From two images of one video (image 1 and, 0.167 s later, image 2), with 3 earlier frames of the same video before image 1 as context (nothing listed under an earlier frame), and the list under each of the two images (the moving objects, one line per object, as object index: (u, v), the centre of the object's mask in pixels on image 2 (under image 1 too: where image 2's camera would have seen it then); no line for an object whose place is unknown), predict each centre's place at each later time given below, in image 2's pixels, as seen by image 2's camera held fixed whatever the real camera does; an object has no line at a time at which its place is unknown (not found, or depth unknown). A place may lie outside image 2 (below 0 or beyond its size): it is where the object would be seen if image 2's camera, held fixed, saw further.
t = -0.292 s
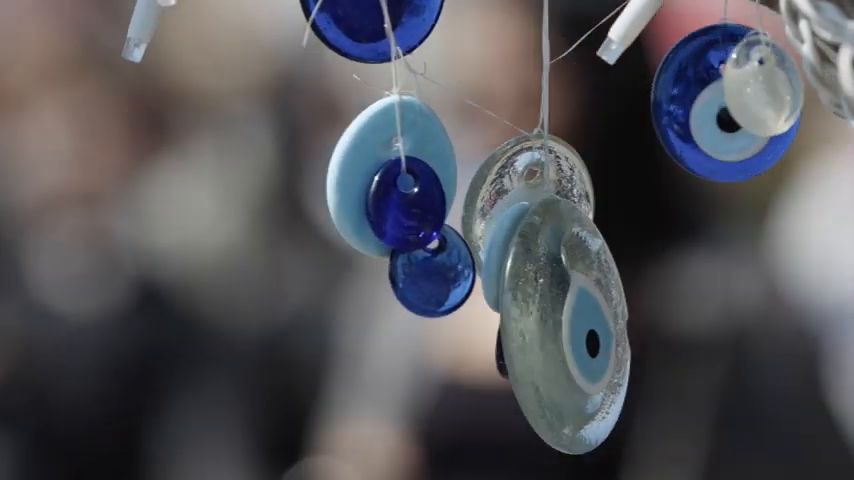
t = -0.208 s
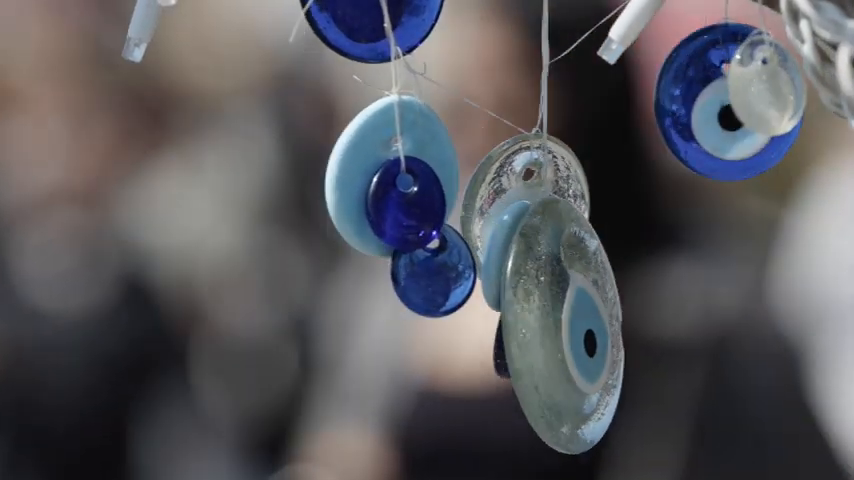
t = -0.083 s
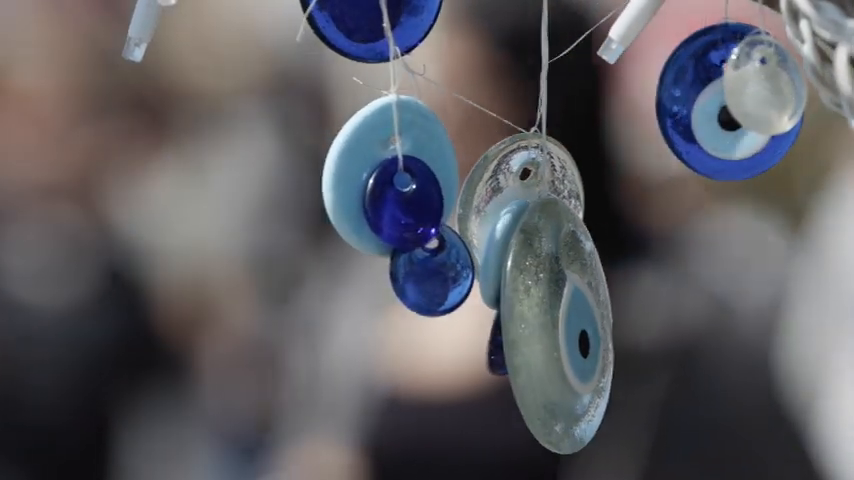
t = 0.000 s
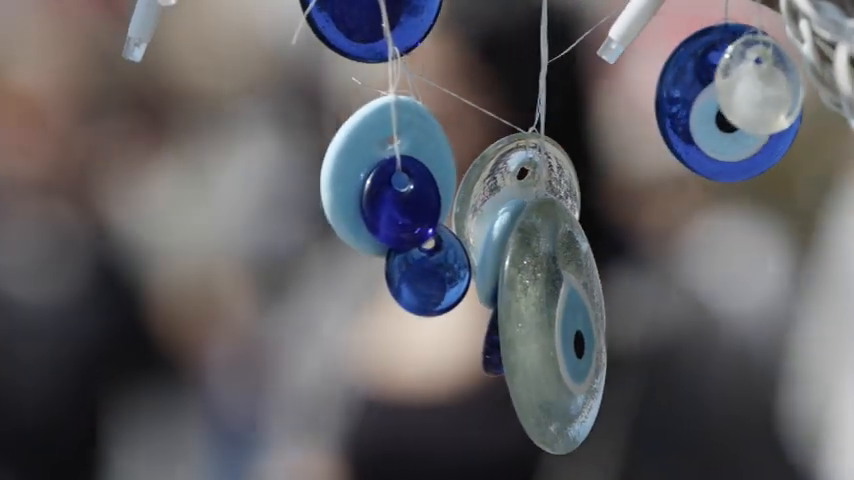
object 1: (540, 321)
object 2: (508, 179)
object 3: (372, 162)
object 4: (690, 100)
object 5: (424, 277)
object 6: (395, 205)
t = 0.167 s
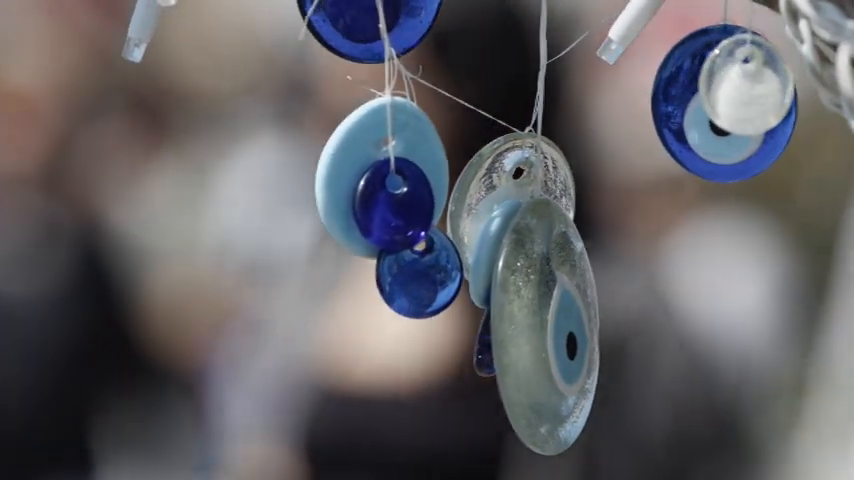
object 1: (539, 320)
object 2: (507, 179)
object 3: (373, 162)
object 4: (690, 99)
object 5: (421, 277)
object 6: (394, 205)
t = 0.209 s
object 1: (539, 320)
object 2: (507, 180)
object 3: (374, 161)
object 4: (691, 97)
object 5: (420, 278)
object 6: (393, 205)
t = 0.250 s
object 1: (540, 320)
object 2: (507, 181)
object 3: (374, 161)
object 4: (692, 96)
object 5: (419, 278)
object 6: (393, 205)
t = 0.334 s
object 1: (541, 320)
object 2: (509, 182)
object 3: (373, 161)
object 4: (692, 95)
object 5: (416, 278)
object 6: (391, 205)
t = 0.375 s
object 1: (541, 321)
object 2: (510, 182)
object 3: (373, 161)
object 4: (691, 96)
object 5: (414, 279)
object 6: (390, 206)
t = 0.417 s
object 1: (542, 322)
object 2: (511, 183)
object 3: (372, 162)
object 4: (691, 96)
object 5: (414, 279)
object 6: (390, 207)
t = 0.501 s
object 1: (544, 323)
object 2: (514, 184)
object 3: (372, 162)
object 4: (691, 98)
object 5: (414, 279)
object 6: (390, 207)
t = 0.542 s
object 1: (546, 323)
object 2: (517, 183)
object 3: (374, 162)
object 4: (688, 104)
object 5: (415, 279)
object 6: (391, 207)
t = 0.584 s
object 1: (547, 323)
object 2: (517, 182)
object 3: (373, 163)
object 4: (692, 100)
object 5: (416, 279)
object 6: (391, 208)
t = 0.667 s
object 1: (549, 325)
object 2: (522, 181)
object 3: (374, 162)
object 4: (692, 101)
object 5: (420, 279)
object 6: (392, 208)
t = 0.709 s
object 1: (550, 326)
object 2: (524, 180)
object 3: (374, 163)
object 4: (693, 100)
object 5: (422, 278)
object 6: (392, 207)
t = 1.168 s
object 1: (549, 328)
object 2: (546, 177)
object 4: (692, 110)
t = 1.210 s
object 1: (547, 327)
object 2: (546, 176)
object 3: (375, 164)
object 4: (692, 110)
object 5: (425, 278)
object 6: (397, 205)
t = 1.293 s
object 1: (543, 326)
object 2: (545, 176)
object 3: (372, 165)
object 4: (694, 111)
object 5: (421, 278)
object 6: (396, 205)
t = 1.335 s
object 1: (541, 325)
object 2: (546, 176)
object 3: (372, 164)
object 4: (695, 110)
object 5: (419, 278)
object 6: (395, 205)
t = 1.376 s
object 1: (540, 325)
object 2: (547, 175)
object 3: (371, 164)
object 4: (697, 109)
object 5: (417, 279)
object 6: (394, 205)
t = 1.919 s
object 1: (546, 324)
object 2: (559, 175)
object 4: (700, 102)
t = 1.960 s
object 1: (548, 325)
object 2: (559, 175)
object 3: (374, 160)
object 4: (697, 101)
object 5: (420, 279)
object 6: (390, 207)
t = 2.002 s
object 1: (549, 326)
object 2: (558, 175)
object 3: (375, 160)
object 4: (693, 103)
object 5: (421, 278)
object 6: (390, 206)
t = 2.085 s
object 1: (550, 327)
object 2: (556, 176)
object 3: (375, 160)
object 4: (689, 101)
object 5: (423, 278)
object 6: (391, 206)
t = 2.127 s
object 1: (550, 328)
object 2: (555, 176)
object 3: (375, 161)
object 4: (685, 103)
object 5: (424, 278)
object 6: (391, 206)
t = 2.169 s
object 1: (551, 328)
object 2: (555, 176)
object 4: (684, 102)
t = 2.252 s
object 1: (553, 328)
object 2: (554, 176)
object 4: (683, 103)
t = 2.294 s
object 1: (553, 328)
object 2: (553, 176)
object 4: (683, 103)
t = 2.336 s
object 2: (552, 176)
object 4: (683, 104)
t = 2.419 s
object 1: (551, 328)
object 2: (550, 176)
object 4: (685, 104)
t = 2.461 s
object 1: (549, 328)
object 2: (548, 176)
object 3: (375, 165)
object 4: (687, 103)
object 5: (429, 277)
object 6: (401, 205)
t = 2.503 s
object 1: (546, 328)
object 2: (546, 176)
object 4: (688, 105)
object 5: (426, 278)
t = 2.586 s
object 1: (543, 328)
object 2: (544, 176)
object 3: (372, 165)
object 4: (692, 106)
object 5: (423, 278)
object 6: (399, 206)
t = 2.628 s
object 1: (542, 327)
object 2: (537, 176)
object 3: (370, 164)
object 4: (694, 105)
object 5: (423, 278)
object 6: (398, 206)
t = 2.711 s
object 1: (539, 326)
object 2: (537, 175)
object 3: (371, 163)
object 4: (699, 103)
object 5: (420, 278)
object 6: (396, 206)
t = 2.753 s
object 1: (538, 325)
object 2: (536, 176)
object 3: (370, 163)
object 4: (698, 106)
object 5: (418, 278)
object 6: (393, 207)
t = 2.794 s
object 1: (537, 325)
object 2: (535, 176)
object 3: (369, 163)
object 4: (698, 104)
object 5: (416, 279)
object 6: (390, 207)
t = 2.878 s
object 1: (536, 324)
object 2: (531, 176)
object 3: (370, 162)
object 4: (699, 101)
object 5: (414, 279)
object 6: (386, 207)
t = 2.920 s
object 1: (537, 324)
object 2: (530, 177)
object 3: (371, 161)
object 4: (698, 101)
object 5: (412, 279)
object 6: (384, 207)
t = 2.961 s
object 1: (538, 324)
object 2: (529, 177)
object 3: (370, 161)
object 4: (697, 100)
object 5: (411, 279)
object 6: (383, 208)
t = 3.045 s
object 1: (541, 324)
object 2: (527, 178)
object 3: (374, 159)
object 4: (694, 100)
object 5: (411, 280)
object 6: (380, 207)
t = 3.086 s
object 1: (544, 323)
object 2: (527, 178)
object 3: (375, 159)
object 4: (693, 100)
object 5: (413, 279)
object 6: (381, 207)
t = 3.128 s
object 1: (546, 323)
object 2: (527, 179)
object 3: (377, 159)
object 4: (692, 101)
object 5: (414, 278)
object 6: (383, 207)
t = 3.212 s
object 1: (551, 323)
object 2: (526, 180)
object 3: (377, 159)
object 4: (690, 103)
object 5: (418, 276)
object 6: (386, 207)
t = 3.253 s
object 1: (553, 323)
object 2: (526, 180)
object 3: (375, 160)
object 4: (689, 103)
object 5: (421, 276)
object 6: (389, 206)
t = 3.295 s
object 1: (555, 323)
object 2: (526, 181)
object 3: (375, 161)
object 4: (689, 104)
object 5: (424, 276)
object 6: (391, 206)
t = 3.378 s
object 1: (555, 323)
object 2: (524, 181)
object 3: (374, 161)
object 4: (687, 105)
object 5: (425, 276)
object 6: (393, 205)
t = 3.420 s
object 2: (523, 182)
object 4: (688, 105)
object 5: (427, 276)
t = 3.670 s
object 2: (519, 182)
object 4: (695, 105)
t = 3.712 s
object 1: (547, 323)
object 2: (519, 182)
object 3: (372, 166)
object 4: (695, 105)
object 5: (427, 278)
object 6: (403, 206)
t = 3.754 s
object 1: (545, 323)
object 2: (518, 182)
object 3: (372, 166)
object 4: (696, 103)
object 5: (426, 278)
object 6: (402, 206)
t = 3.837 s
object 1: (541, 323)
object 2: (517, 181)
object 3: (371, 165)
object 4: (693, 105)
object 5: (422, 278)
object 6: (400, 206)
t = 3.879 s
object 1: (540, 323)
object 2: (517, 181)
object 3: (371, 165)
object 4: (691, 109)
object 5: (422, 278)
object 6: (399, 206)
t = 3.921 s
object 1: (539, 323)
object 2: (517, 180)
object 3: (371, 165)
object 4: (691, 106)
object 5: (421, 278)
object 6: (398, 206)
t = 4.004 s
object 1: (538, 323)
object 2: (518, 180)
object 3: (371, 164)
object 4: (693, 99)
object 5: (420, 278)
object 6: (395, 207)
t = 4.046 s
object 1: (538, 323)
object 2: (518, 180)
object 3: (371, 164)
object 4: (689, 102)
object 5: (419, 278)
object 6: (393, 207)
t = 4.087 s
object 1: (538, 324)
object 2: (518, 180)
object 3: (372, 163)
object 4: (687, 102)
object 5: (418, 278)
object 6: (391, 207)
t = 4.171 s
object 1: (539, 324)
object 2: (519, 180)
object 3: (373, 161)
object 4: (687, 99)
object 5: (416, 278)
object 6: (388, 207)
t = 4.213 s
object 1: (540, 324)
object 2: (520, 179)
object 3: (373, 161)
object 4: (686, 100)
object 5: (416, 278)
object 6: (387, 207)
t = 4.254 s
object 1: (542, 325)
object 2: (522, 180)
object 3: (375, 160)
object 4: (687, 99)
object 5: (416, 278)
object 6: (386, 208)
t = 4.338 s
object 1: (546, 326)
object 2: (524, 180)
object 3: (377, 160)
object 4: (689, 98)
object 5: (417, 278)
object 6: (386, 208)
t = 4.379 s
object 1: (548, 326)
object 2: (526, 180)
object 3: (379, 160)
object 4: (687, 101)
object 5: (418, 277)
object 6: (386, 208)
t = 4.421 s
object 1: (549, 326)
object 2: (527, 180)
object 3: (377, 160)
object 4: (690, 97)
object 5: (419, 277)
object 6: (387, 207)
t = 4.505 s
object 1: (552, 325)
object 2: (530, 180)
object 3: (375, 160)
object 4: (692, 97)
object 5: (421, 276)
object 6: (389, 207)
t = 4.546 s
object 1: (553, 325)
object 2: (531, 180)
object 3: (377, 160)
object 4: (692, 98)
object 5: (422, 276)
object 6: (390, 206)
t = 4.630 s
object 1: (554, 325)
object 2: (535, 179)
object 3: (375, 161)
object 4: (694, 98)
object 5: (424, 276)
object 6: (393, 206)
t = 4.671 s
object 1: (554, 325)
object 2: (536, 179)
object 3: (373, 163)
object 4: (693, 100)
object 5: (425, 276)
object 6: (394, 206)
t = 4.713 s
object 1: (554, 324)
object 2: (537, 179)
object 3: (374, 163)
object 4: (695, 97)
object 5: (426, 276)
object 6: (396, 205)
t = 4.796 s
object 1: (552, 323)
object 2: (538, 178)
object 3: (371, 164)
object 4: (695, 97)
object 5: (421, 278)
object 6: (396, 205)
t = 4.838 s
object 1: (551, 323)
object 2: (539, 177)
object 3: (369, 164)
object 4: (693, 98)
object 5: (418, 278)
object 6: (396, 205)
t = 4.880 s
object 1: (551, 323)
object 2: (539, 177)
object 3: (369, 164)
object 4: (695, 95)
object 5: (416, 278)
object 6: (397, 205)
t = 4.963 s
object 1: (548, 323)
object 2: (540, 174)
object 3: (368, 165)
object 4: (692, 99)
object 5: (414, 279)
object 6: (396, 206)
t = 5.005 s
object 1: (547, 323)
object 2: (539, 176)
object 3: (369, 164)
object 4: (693, 97)
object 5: (413, 280)
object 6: (396, 205)
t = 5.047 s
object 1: (545, 323)
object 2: (539, 176)
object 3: (369, 164)
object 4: (694, 96)
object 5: (412, 280)
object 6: (396, 206)
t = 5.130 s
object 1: (542, 323)
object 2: (537, 176)
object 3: (368, 164)
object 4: (693, 96)
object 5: (409, 280)
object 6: (393, 206)
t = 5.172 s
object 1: (540, 323)
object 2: (536, 176)
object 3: (369, 163)
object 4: (693, 96)
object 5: (408, 280)
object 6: (392, 206)
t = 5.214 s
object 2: (536, 176)
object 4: (691, 99)
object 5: (408, 280)
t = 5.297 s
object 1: (539, 323)
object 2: (536, 175)
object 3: (372, 162)
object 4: (690, 102)
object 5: (409, 279)
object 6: (392, 205)
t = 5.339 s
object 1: (538, 323)
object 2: (535, 175)
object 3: (372, 162)
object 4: (692, 101)
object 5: (409, 279)
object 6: (392, 205)
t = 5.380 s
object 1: (539, 323)
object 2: (536, 175)
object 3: (373, 162)
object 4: (694, 100)
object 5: (411, 279)
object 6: (392, 206)
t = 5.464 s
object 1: (541, 325)
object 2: (537, 176)
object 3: (373, 162)
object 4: (696, 100)
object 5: (415, 278)
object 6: (393, 206)
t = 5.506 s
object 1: (542, 325)
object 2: (536, 176)
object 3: (374, 162)
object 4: (695, 103)
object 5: (418, 278)
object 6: (394, 206)
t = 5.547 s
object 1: (543, 325)
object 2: (535, 176)
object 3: (375, 162)
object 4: (695, 104)
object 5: (420, 277)
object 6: (394, 206)
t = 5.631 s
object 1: (547, 326)
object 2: (535, 177)
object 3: (376, 162)
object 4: (696, 104)
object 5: (424, 277)
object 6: (396, 206)
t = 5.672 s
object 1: (549, 326)
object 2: (536, 177)
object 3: (376, 162)
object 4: (696, 102)
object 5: (425, 276)
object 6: (396, 206)
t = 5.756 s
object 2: (535, 178)
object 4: (692, 107)
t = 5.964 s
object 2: (534, 179)
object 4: (688, 101)
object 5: (427, 277)
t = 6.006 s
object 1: (554, 325)
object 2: (534, 179)
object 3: (376, 164)
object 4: (686, 103)
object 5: (426, 277)
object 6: (398, 206)
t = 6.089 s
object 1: (552, 325)
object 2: (531, 179)
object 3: (374, 164)
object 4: (682, 106)
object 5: (423, 278)
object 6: (396, 206)
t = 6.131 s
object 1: (551, 324)
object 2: (530, 180)
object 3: (373, 164)
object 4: (682, 107)
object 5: (421, 278)
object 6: (396, 206)
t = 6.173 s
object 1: (549, 324)
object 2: (528, 180)
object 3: (372, 164)
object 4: (683, 104)
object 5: (419, 278)
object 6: (395, 206)
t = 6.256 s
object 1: (547, 324)
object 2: (527, 180)
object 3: (372, 164)
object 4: (687, 103)
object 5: (418, 279)
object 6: (396, 206)
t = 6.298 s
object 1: (546, 323)
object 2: (526, 179)
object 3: (372, 164)
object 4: (690, 101)
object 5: (418, 278)
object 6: (395, 206)
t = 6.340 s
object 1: (544, 322)
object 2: (524, 180)
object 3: (372, 164)
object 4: (692, 100)
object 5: (417, 278)
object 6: (394, 206)
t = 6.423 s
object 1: (540, 322)
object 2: (522, 179)
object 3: (371, 163)
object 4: (694, 101)
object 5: (415, 279)
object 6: (392, 206)
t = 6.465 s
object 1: (539, 322)
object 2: (521, 179)
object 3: (371, 163)
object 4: (694, 103)
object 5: (416, 278)
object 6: (391, 206)
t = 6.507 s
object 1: (539, 322)
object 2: (520, 178)
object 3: (371, 163)
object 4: (695, 102)
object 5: (417, 278)
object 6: (391, 206)
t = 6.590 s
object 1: (540, 322)
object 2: (521, 178)
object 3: (376, 160)
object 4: (698, 98)
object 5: (420, 277)
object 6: (391, 206)
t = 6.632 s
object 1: (541, 322)
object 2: (522, 178)
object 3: (378, 159)
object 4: (696, 100)
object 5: (421, 276)
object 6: (391, 205)
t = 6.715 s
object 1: (544, 323)
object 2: (524, 178)
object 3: (379, 158)
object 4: (692, 101)
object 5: (424, 275)
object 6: (391, 205)
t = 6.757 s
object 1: (545, 323)
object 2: (525, 177)
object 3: (379, 158)
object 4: (689, 103)
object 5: (425, 275)
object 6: (391, 204)
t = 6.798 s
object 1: (546, 324)
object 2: (526, 177)
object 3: (378, 158)
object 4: (690, 97)
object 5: (425, 274)
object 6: (391, 205)
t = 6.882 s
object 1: (549, 326)
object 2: (530, 178)
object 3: (378, 158)
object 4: (685, 98)
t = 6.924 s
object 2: (531, 178)
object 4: (682, 99)
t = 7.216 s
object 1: (552, 327)
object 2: (547, 177)
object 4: (683, 102)
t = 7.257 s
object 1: (551, 326)
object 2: (549, 177)
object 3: (375, 165)
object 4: (686, 102)
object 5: (427, 277)
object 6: (398, 206)
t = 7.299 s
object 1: (550, 327)
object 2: (550, 177)
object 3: (374, 165)
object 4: (687, 104)
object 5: (425, 278)
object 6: (398, 206)
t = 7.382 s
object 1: (547, 326)
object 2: (552, 176)
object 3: (373, 164)
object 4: (693, 102)
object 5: (423, 277)
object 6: (397, 206)
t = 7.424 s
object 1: (546, 326)
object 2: (553, 176)
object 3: (373, 164)
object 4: (695, 103)
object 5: (422, 278)
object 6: (396, 206)
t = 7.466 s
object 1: (545, 326)
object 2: (553, 176)
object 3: (373, 164)
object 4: (697, 104)
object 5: (421, 278)
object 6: (395, 207)
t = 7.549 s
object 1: (544, 326)
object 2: (556, 175)
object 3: (374, 163)
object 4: (700, 105)
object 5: (422, 278)
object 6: (394, 207)
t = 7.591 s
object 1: (543, 325)
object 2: (557, 176)
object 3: (374, 163)
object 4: (701, 104)
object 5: (420, 277)
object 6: (393, 207)
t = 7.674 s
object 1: (541, 326)
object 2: (558, 176)
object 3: (374, 161)
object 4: (701, 104)
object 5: (418, 278)
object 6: (389, 207)
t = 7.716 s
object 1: (540, 326)
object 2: (558, 176)
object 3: (373, 161)
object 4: (701, 104)
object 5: (417, 278)
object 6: (389, 207)
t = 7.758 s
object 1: (541, 325)
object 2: (560, 176)
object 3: (373, 161)
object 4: (699, 105)
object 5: (417, 278)
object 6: (389, 207)
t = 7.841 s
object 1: (540, 326)
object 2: (561, 177)
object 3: (374, 161)
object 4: (697, 105)
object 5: (416, 278)
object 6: (388, 207)
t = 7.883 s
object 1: (541, 324)
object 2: (562, 177)
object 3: (374, 161)
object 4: (696, 104)
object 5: (415, 278)
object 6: (388, 207)
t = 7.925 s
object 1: (540, 326)
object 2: (562, 176)
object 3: (374, 161)
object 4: (695, 104)
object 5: (414, 278)
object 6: (387, 207)
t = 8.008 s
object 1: (542, 325)
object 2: (564, 176)
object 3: (371, 161)
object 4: (693, 105)
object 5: (414, 278)
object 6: (388, 206)
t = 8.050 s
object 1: (543, 325)
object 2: (565, 176)
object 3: (372, 161)
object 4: (694, 101)
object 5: (415, 278)
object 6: (389, 206)
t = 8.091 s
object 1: (544, 325)
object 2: (566, 176)
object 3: (371, 162)
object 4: (690, 107)
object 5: (416, 278)
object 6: (391, 206)
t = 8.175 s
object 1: (546, 326)
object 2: (568, 176)
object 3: (372, 164)
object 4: (693, 101)
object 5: (418, 278)
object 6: (393, 206)
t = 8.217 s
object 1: (546, 326)
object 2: (569, 176)
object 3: (371, 164)
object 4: (693, 101)
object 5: (418, 278)
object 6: (394, 206)
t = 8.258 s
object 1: (546, 326)
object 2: (568, 176)
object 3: (370, 164)
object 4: (693, 101)
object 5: (418, 278)
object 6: (394, 206)
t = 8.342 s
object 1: (546, 327)
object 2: (569, 176)
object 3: (370, 165)
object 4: (696, 98)
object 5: (418, 278)
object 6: (395, 206)
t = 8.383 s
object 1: (547, 327)
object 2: (569, 176)
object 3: (370, 165)
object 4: (695, 99)
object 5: (418, 278)
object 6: (396, 206)
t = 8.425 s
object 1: (547, 327)
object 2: (569, 176)
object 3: (370, 165)
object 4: (696, 99)
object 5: (418, 278)
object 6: (396, 206)
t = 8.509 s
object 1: (547, 327)
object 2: (568, 176)
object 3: (370, 165)
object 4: (697, 99)
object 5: (419, 278)
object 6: (397, 206)
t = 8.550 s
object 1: (546, 327)
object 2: (567, 176)
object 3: (370, 165)
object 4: (696, 101)
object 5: (419, 278)
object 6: (397, 206)
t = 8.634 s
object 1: (546, 327)
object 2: (567, 176)
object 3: (371, 165)
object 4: (695, 100)
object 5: (418, 278)
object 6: (397, 206)
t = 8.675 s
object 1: (545, 327)
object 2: (566, 176)
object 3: (371, 164)
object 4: (694, 100)
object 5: (418, 278)
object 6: (397, 206)
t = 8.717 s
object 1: (544, 327)
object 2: (565, 176)
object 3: (370, 164)
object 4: (694, 99)
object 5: (418, 278)
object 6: (396, 206)
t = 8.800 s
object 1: (544, 327)
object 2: (564, 176)
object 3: (371, 164)
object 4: (693, 99)
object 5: (417, 278)
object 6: (395, 206)
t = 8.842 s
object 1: (543, 327)
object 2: (563, 176)
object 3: (371, 164)
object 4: (693, 98)
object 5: (417, 278)
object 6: (395, 207)
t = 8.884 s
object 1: (543, 327)
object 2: (562, 176)
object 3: (371, 164)
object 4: (693, 99)
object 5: (417, 278)
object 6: (394, 207)
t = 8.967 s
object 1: (542, 327)
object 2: (560, 176)
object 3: (371, 164)
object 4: (694, 96)
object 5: (417, 278)
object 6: (393, 207)
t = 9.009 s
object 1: (542, 327)
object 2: (559, 176)
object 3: (372, 164)
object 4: (695, 95)
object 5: (417, 278)
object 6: (393, 207)
